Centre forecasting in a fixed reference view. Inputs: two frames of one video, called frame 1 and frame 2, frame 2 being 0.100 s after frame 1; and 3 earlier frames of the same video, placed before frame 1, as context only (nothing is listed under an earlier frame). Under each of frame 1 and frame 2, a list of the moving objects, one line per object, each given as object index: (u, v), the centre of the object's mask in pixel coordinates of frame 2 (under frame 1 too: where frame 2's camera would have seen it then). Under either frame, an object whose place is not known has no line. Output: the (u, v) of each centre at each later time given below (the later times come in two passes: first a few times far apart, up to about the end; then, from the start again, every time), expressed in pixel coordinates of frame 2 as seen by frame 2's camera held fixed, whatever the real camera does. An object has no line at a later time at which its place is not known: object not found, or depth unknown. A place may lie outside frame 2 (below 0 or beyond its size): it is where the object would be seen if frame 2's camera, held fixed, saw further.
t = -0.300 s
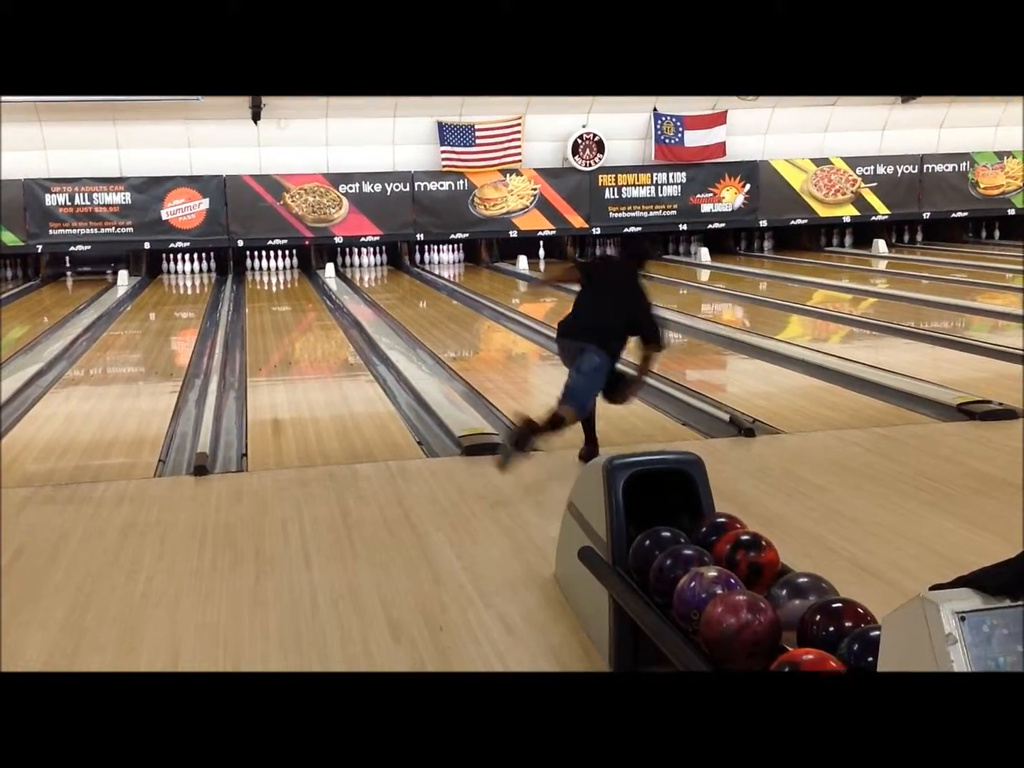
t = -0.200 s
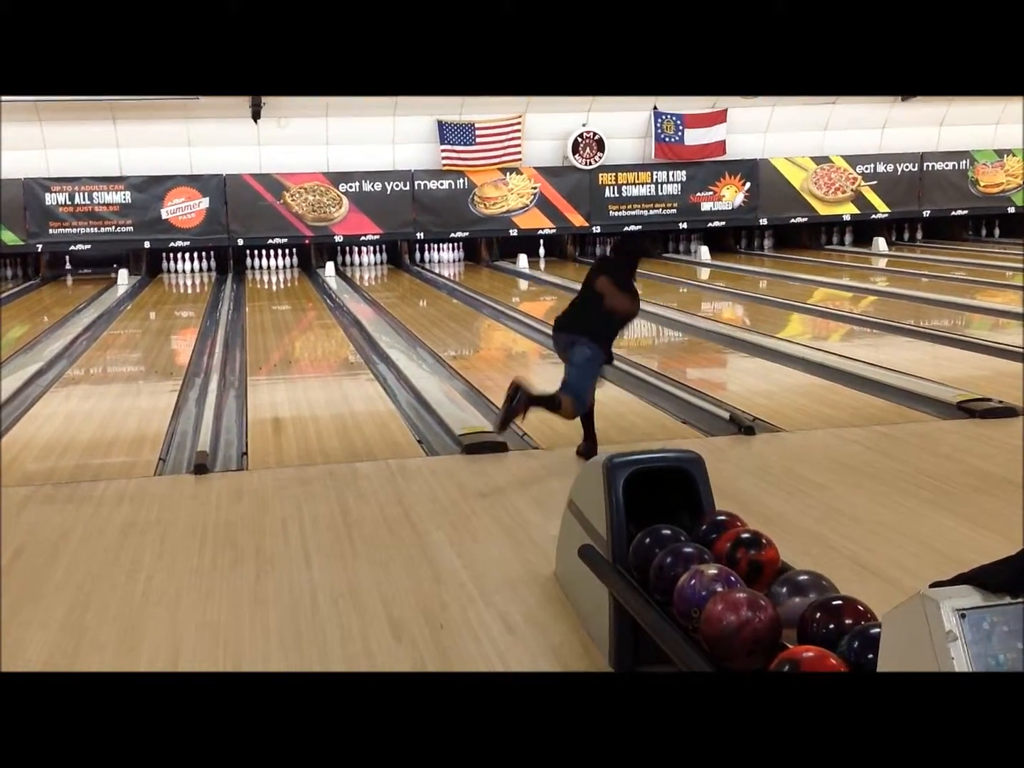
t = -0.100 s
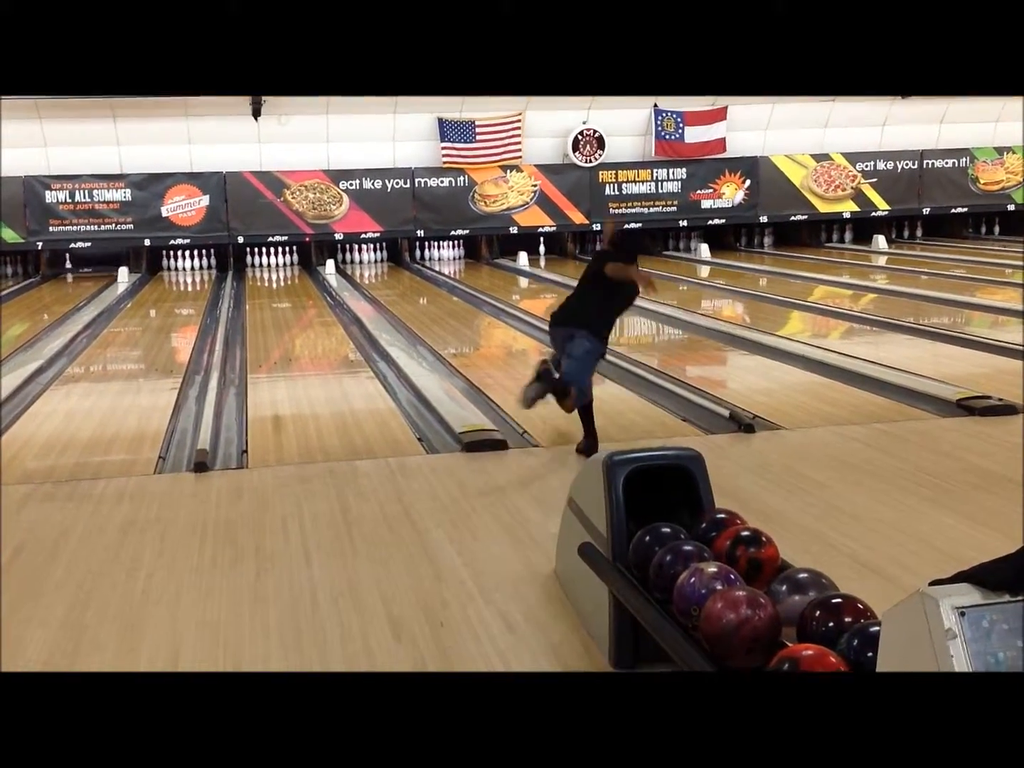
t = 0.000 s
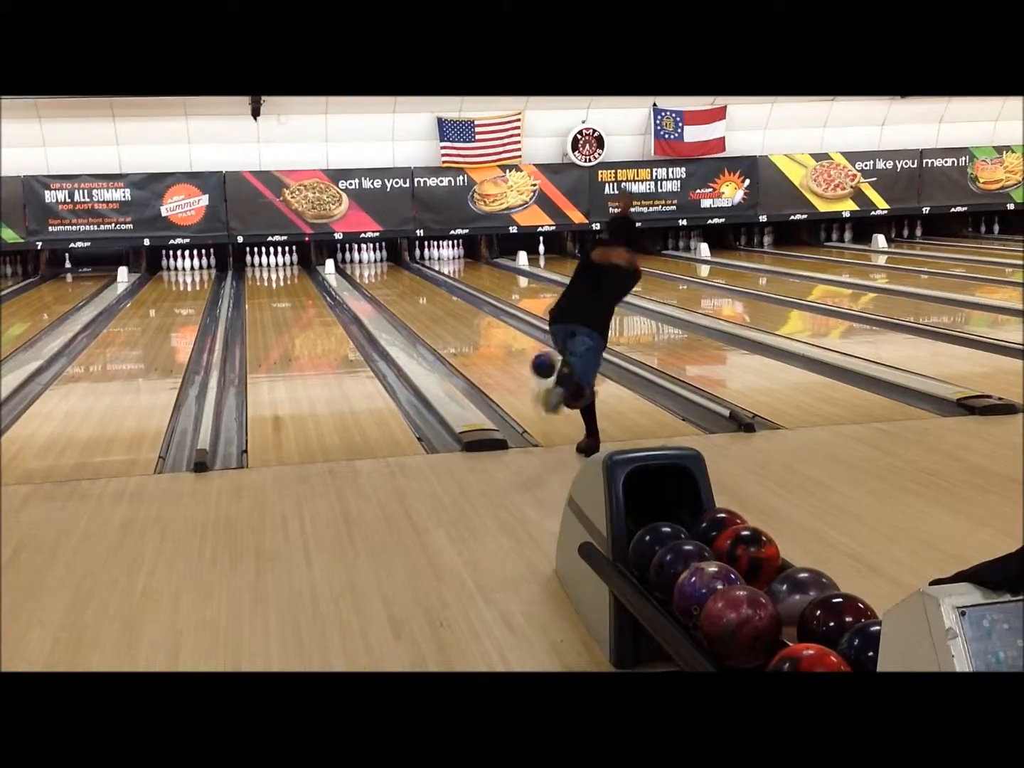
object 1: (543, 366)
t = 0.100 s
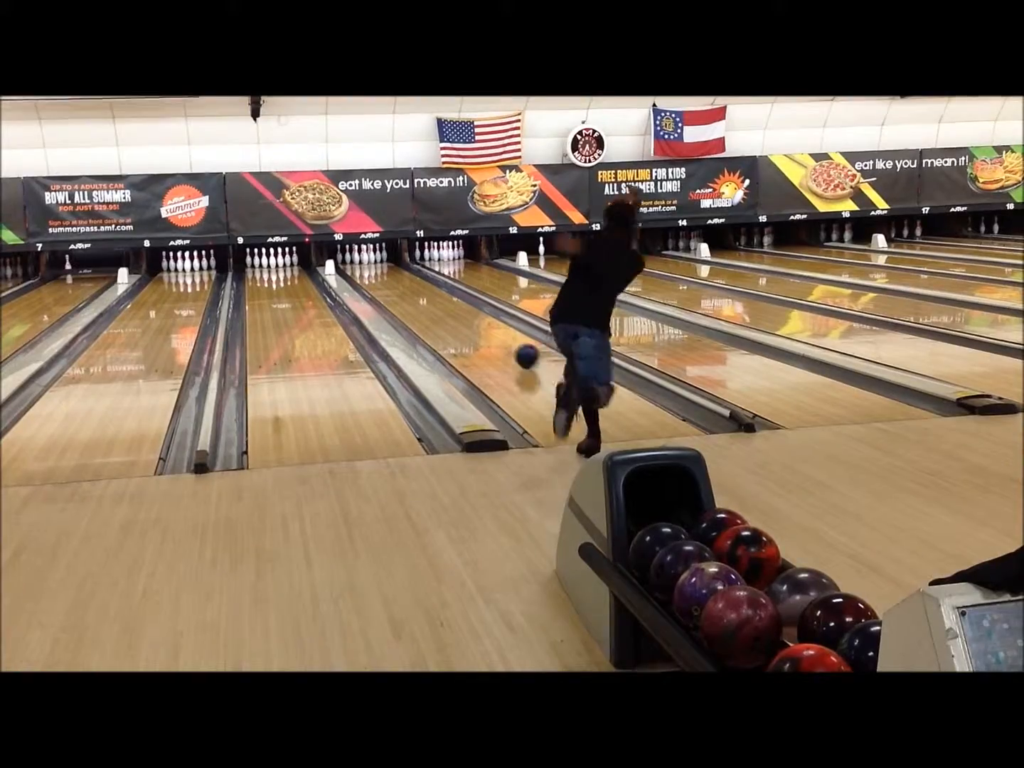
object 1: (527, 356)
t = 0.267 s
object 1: (504, 337)
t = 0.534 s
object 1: (475, 314)
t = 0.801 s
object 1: (453, 298)
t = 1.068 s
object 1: (435, 285)
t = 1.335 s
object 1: (416, 276)
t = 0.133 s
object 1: (522, 352)
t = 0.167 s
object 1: (517, 348)
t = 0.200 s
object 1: (512, 344)
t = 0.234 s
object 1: (508, 340)
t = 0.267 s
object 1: (504, 337)
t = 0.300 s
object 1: (499, 334)
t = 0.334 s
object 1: (495, 330)
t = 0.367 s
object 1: (492, 327)
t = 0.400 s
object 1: (488, 324)
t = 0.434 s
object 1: (484, 321)
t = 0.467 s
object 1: (481, 319)
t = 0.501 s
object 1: (478, 316)
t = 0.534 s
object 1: (475, 314)
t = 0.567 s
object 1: (472, 312)
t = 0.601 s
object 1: (469, 309)
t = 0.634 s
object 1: (466, 307)
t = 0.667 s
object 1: (463, 305)
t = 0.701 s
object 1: (460, 303)
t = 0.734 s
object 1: (458, 302)
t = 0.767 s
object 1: (455, 300)
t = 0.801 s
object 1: (453, 298)
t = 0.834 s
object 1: (450, 297)
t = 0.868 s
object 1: (448, 294)
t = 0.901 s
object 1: (446, 292)
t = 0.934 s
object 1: (444, 291)
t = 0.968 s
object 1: (442, 289)
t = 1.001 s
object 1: (439, 288)
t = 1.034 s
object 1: (437, 286)
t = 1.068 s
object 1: (435, 285)
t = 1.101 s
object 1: (432, 284)
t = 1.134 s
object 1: (430, 283)
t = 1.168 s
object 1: (428, 282)
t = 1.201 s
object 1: (426, 281)
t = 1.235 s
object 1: (423, 280)
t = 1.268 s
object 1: (421, 279)
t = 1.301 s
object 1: (419, 278)
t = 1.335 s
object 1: (416, 276)
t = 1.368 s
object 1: (413, 274)
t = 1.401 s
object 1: (412, 273)
